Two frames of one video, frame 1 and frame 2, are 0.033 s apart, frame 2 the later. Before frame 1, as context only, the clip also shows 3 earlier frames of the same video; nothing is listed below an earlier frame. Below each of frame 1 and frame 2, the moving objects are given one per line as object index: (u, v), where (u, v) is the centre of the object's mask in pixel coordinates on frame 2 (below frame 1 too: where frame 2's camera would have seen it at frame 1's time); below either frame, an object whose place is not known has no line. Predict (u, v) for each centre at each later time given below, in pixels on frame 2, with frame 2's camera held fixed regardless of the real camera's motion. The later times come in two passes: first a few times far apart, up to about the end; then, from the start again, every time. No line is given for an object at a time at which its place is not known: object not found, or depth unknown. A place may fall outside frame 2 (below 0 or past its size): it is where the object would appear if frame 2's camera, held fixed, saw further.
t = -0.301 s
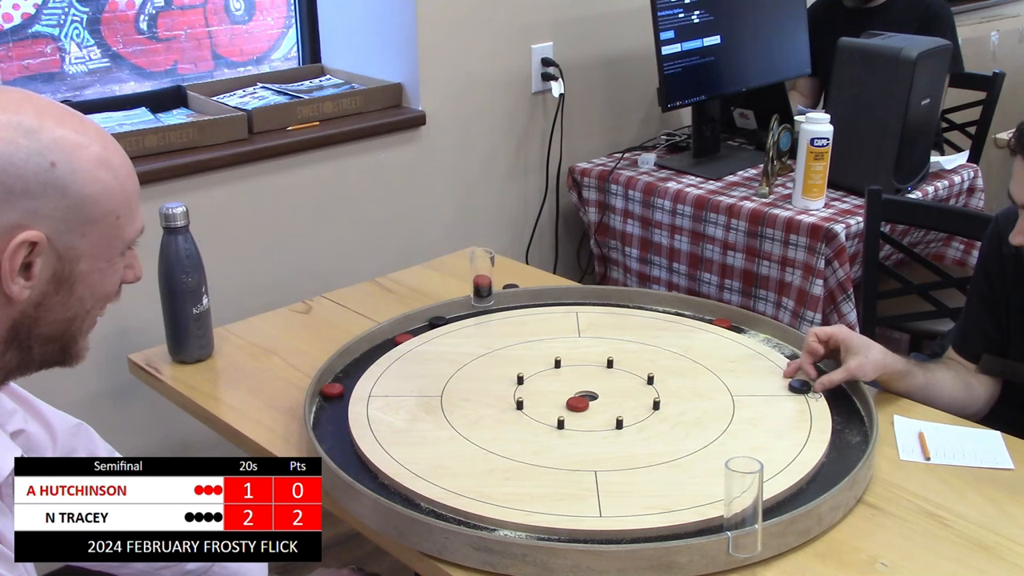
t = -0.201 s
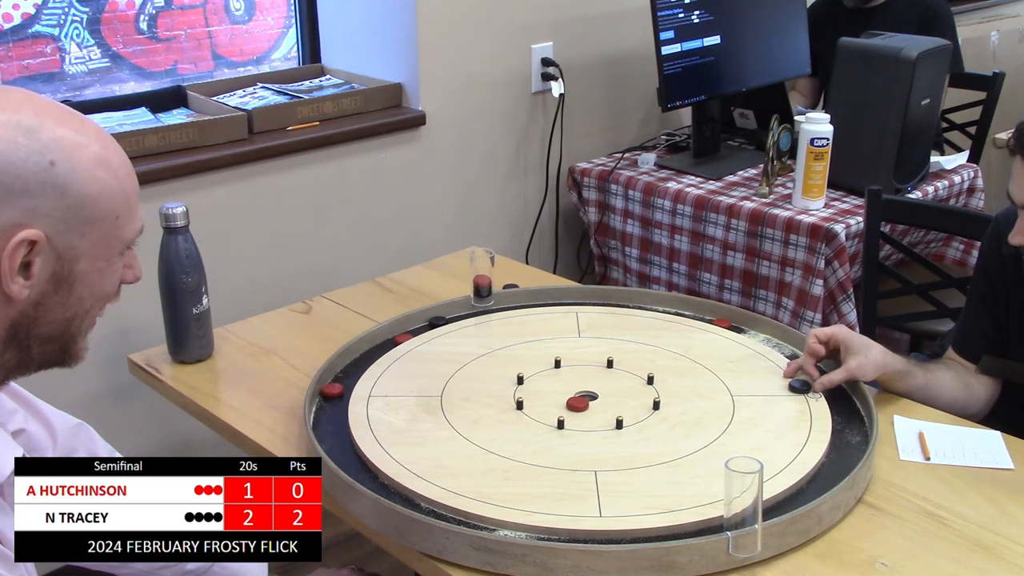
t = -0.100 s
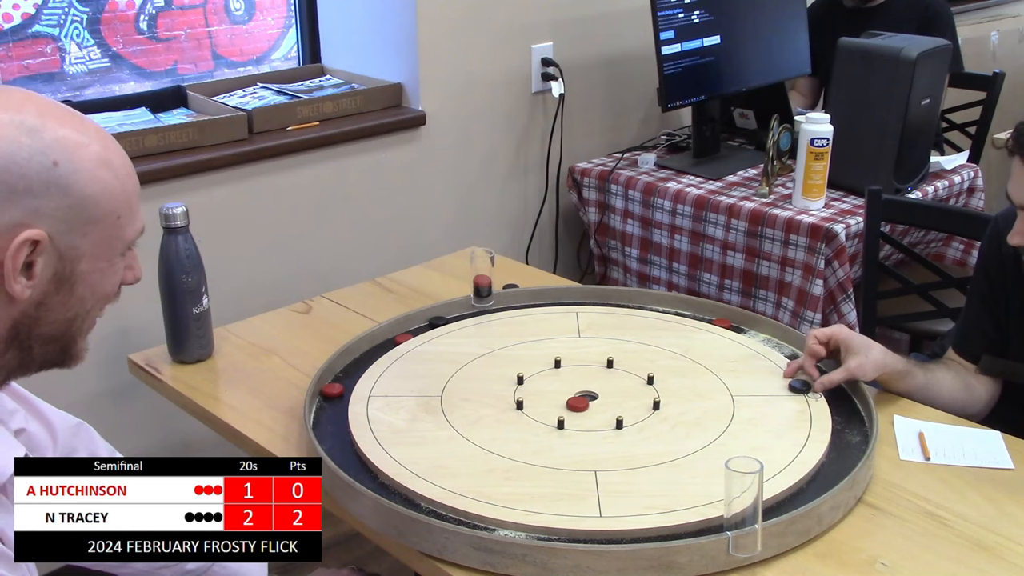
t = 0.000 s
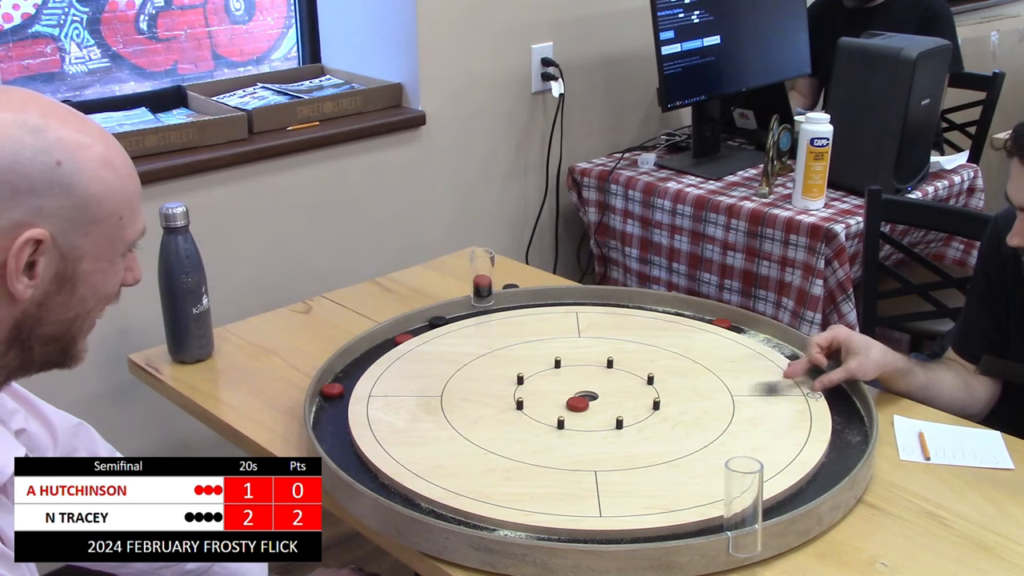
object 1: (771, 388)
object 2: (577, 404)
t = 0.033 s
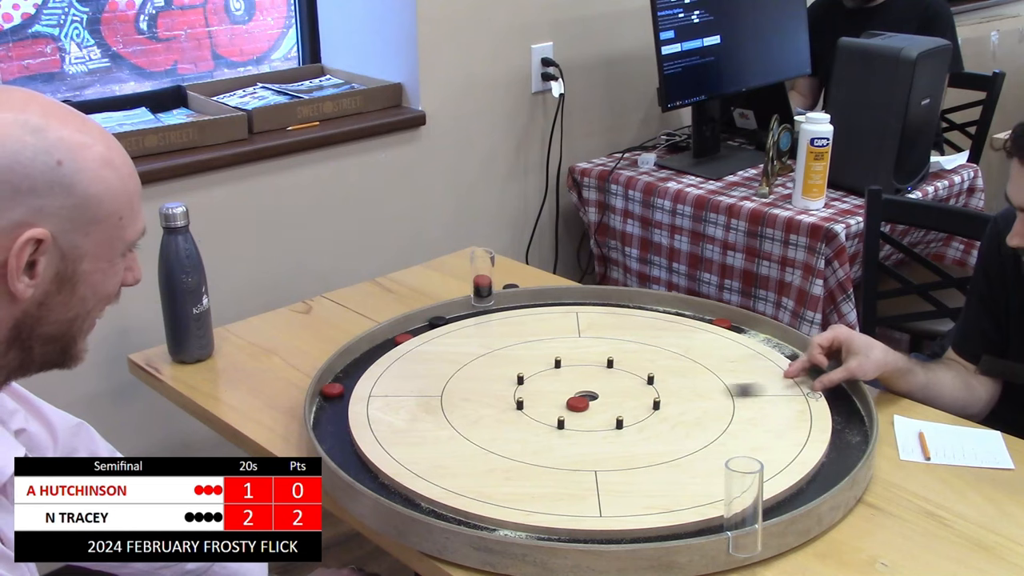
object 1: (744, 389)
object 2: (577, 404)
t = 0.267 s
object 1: (588, 398)
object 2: (556, 408)
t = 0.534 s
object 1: (564, 393)
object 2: (451, 427)
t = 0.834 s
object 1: (564, 393)
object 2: (397, 434)
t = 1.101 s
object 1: (564, 393)
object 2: (396, 434)
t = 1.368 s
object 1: (564, 393)
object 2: (397, 434)
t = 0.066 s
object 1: (716, 392)
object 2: (577, 404)
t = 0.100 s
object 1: (690, 394)
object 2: (577, 404)
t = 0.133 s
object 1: (669, 395)
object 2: (577, 404)
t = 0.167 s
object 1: (637, 397)
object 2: (577, 404)
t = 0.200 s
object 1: (615, 399)
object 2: (577, 404)
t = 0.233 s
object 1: (596, 399)
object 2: (572, 405)
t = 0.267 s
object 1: (588, 398)
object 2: (556, 408)
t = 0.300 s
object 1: (584, 396)
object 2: (542, 410)
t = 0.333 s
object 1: (576, 395)
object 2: (527, 413)
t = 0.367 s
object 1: (572, 395)
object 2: (512, 416)
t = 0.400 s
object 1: (568, 394)
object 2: (500, 418)
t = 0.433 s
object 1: (566, 393)
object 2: (487, 420)
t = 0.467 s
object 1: (565, 393)
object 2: (474, 423)
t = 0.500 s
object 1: (565, 393)
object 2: (463, 425)
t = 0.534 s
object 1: (564, 393)
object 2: (451, 427)
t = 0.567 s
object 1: (564, 393)
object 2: (441, 428)
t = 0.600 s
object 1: (564, 393)
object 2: (432, 430)
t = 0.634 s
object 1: (564, 393)
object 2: (423, 431)
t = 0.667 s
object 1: (564, 393)
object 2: (416, 432)
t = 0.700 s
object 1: (564, 393)
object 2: (410, 433)
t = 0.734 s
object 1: (564, 393)
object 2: (405, 433)
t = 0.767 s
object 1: (564, 393)
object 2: (401, 434)
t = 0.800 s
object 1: (564, 393)
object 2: (399, 434)
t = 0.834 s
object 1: (564, 393)
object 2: (397, 434)
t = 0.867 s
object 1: (564, 393)
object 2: (397, 434)
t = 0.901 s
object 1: (564, 393)
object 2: (397, 434)
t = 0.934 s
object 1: (564, 393)
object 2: (396, 434)
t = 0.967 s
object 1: (564, 393)
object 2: (396, 434)
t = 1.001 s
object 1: (564, 393)
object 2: (396, 434)
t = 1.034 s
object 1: (564, 393)
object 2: (397, 434)
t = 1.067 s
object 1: (564, 393)
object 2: (396, 434)
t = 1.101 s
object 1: (564, 393)
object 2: (396, 434)
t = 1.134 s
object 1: (564, 393)
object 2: (396, 434)
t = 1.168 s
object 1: (564, 393)
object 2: (396, 434)
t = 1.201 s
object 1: (564, 393)
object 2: (396, 434)
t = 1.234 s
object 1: (564, 393)
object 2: (396, 434)
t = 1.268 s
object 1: (564, 393)
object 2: (396, 434)
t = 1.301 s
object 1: (564, 393)
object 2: (396, 434)
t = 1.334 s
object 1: (564, 393)
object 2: (396, 434)
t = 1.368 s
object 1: (564, 393)
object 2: (397, 434)
